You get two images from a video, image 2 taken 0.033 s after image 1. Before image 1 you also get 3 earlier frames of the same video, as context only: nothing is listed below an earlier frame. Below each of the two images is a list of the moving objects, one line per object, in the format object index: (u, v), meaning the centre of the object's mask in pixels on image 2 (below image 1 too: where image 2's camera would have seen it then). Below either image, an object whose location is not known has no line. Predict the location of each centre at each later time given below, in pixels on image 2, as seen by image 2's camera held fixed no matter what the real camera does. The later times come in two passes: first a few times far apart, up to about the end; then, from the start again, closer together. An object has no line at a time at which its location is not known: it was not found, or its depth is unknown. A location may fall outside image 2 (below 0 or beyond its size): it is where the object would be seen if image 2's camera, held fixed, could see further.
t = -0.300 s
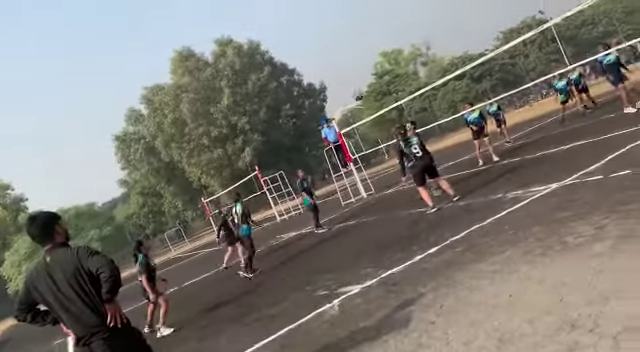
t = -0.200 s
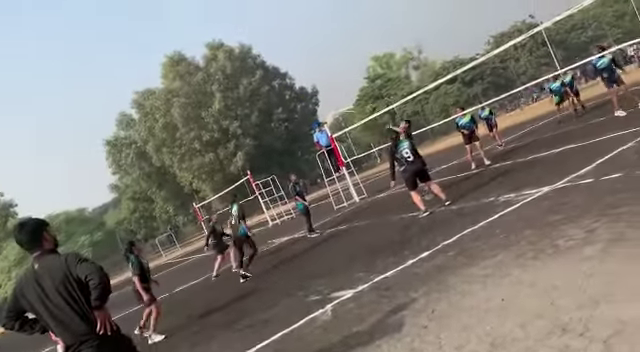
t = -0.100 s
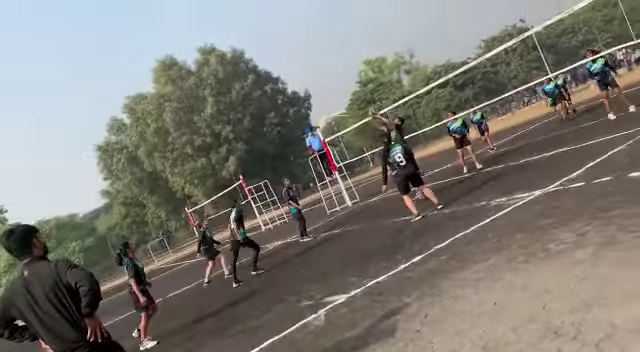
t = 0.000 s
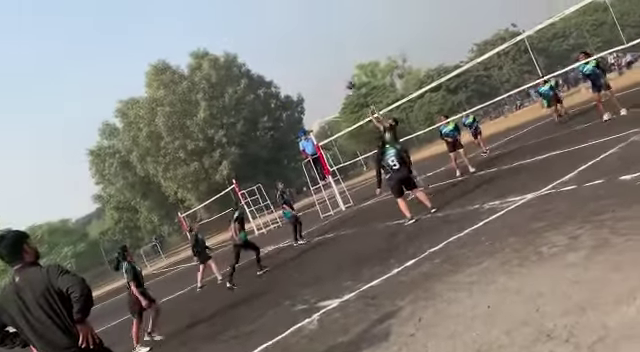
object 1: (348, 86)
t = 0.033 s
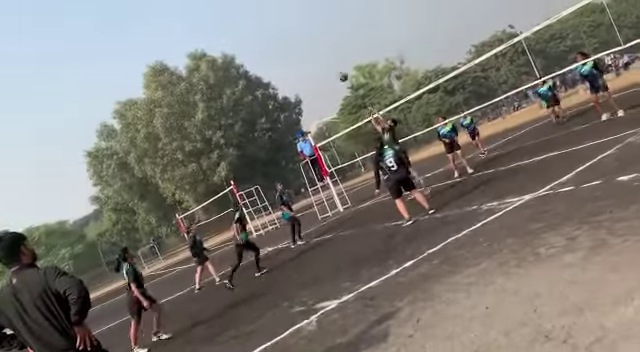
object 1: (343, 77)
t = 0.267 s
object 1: (312, 27)
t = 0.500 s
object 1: (292, 3)
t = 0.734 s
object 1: (284, 3)
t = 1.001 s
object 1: (286, 32)
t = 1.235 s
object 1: (300, 80)
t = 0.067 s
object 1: (338, 68)
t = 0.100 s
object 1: (333, 60)
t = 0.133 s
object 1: (329, 52)
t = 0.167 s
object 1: (324, 45)
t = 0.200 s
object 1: (320, 39)
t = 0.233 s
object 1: (316, 33)
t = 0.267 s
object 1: (312, 27)
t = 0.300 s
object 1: (309, 22)
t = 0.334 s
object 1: (306, 17)
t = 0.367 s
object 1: (303, 14)
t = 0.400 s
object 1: (300, 10)
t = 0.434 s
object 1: (297, 7)
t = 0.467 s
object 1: (295, 5)
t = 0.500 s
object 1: (292, 3)
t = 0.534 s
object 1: (291, 1)
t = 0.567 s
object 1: (289, 1)
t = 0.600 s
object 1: (287, 0)
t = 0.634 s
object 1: (286, 0)
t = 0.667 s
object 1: (286, 1)
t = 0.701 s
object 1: (285, 2)
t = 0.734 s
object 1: (284, 3)
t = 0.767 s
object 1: (283, 5)
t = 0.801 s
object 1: (283, 7)
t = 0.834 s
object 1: (283, 10)
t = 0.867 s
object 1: (283, 13)
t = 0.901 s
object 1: (284, 17)
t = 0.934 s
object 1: (285, 21)
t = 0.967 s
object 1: (285, 26)
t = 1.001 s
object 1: (286, 32)
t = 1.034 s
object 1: (288, 37)
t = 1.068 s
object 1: (289, 43)
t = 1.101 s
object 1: (291, 50)
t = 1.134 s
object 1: (293, 56)
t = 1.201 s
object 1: (298, 71)
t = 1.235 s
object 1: (300, 80)
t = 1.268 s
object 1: (303, 88)
